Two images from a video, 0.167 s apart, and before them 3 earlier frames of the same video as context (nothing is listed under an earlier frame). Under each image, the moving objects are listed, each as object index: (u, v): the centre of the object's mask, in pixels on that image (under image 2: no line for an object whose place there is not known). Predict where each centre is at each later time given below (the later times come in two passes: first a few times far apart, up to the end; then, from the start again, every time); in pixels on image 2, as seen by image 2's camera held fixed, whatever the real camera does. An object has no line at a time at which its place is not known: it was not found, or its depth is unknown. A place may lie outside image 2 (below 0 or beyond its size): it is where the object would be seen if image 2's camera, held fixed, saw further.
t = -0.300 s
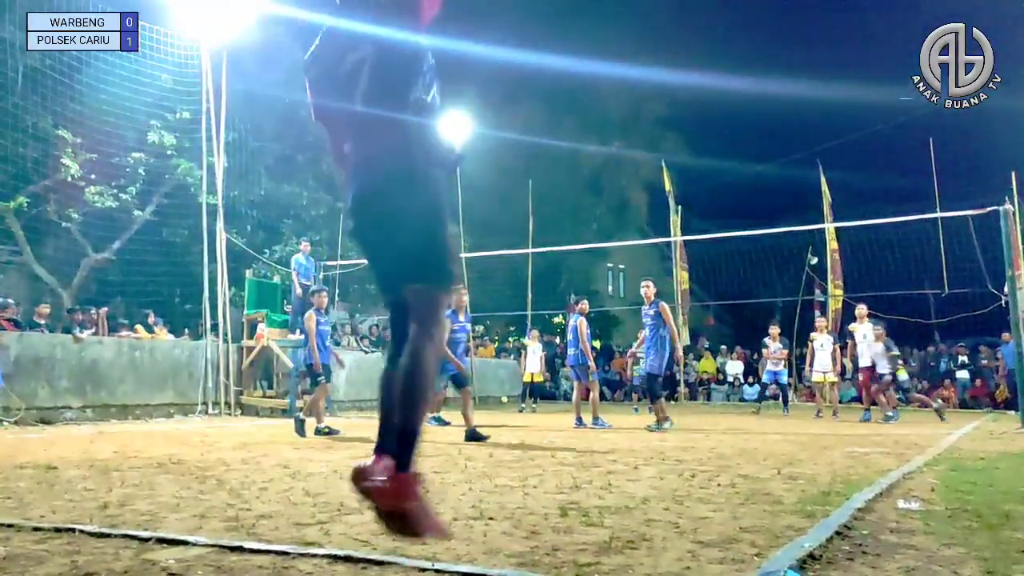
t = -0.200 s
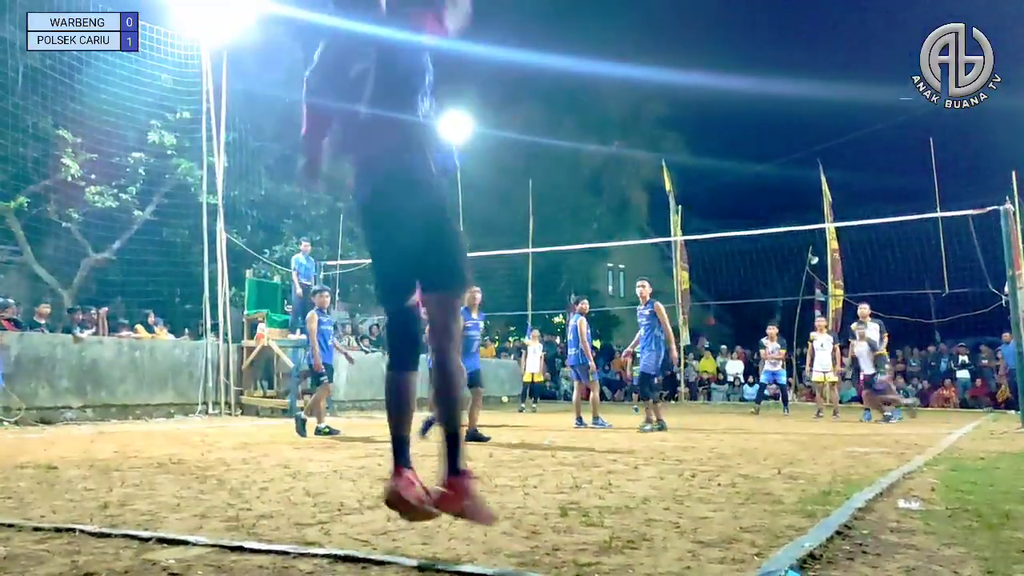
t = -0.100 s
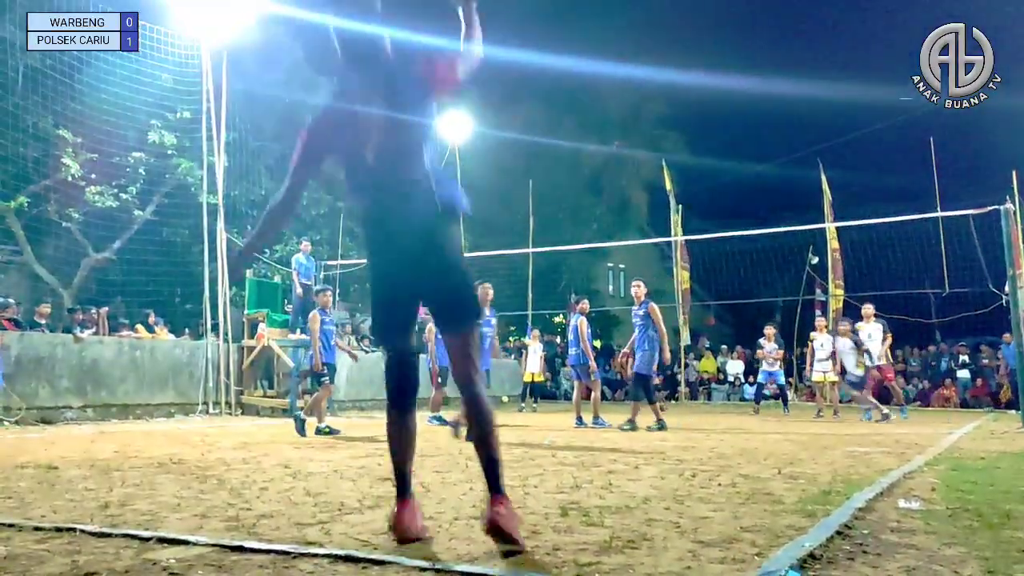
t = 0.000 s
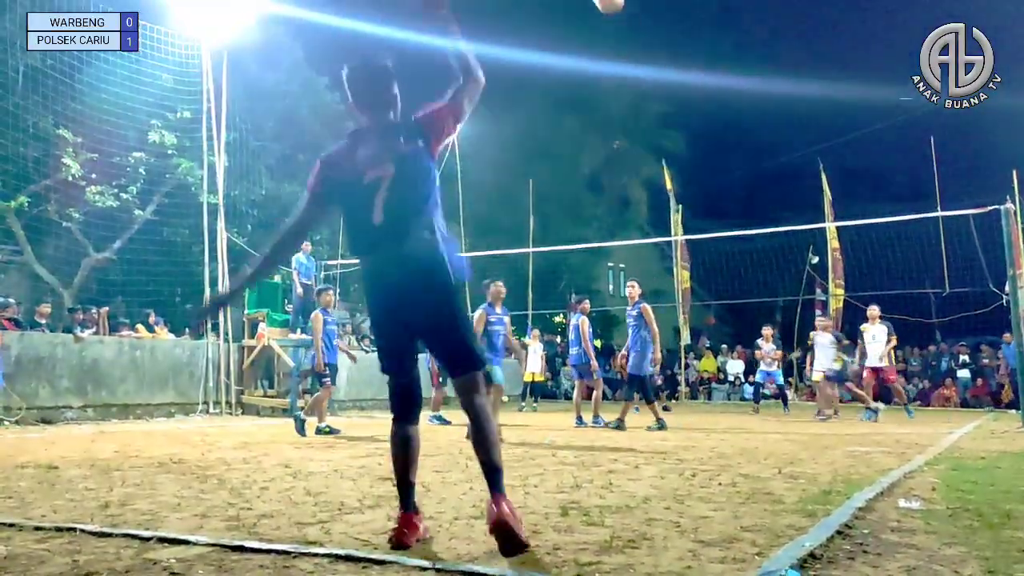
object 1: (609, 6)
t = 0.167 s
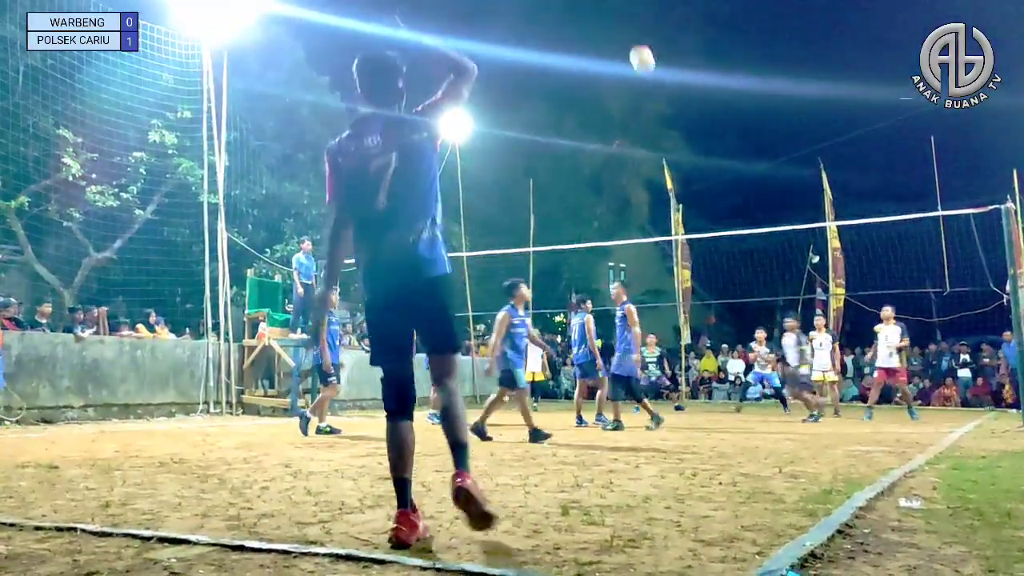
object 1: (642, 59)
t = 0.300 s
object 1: (660, 109)
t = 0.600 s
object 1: (691, 222)
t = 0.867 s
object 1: (707, 324)
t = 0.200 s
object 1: (647, 72)
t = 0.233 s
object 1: (652, 84)
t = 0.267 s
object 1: (656, 96)
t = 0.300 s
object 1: (660, 109)
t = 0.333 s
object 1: (665, 122)
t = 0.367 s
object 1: (669, 134)
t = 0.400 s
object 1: (672, 147)
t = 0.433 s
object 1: (676, 159)
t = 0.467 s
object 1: (679, 172)
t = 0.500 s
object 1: (683, 185)
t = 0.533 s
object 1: (686, 197)
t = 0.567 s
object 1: (688, 210)
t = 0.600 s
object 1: (691, 222)
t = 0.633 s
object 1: (694, 234)
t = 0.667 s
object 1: (696, 247)
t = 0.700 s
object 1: (698, 260)
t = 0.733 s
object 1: (700, 272)
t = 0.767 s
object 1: (702, 285)
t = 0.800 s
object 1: (704, 298)
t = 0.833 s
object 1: (705, 311)
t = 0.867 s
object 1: (707, 324)
